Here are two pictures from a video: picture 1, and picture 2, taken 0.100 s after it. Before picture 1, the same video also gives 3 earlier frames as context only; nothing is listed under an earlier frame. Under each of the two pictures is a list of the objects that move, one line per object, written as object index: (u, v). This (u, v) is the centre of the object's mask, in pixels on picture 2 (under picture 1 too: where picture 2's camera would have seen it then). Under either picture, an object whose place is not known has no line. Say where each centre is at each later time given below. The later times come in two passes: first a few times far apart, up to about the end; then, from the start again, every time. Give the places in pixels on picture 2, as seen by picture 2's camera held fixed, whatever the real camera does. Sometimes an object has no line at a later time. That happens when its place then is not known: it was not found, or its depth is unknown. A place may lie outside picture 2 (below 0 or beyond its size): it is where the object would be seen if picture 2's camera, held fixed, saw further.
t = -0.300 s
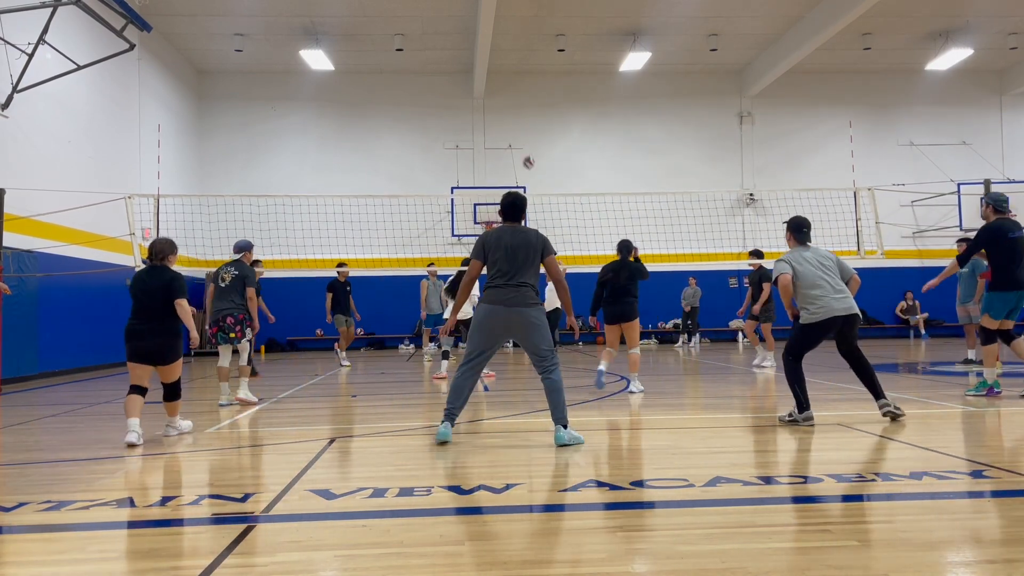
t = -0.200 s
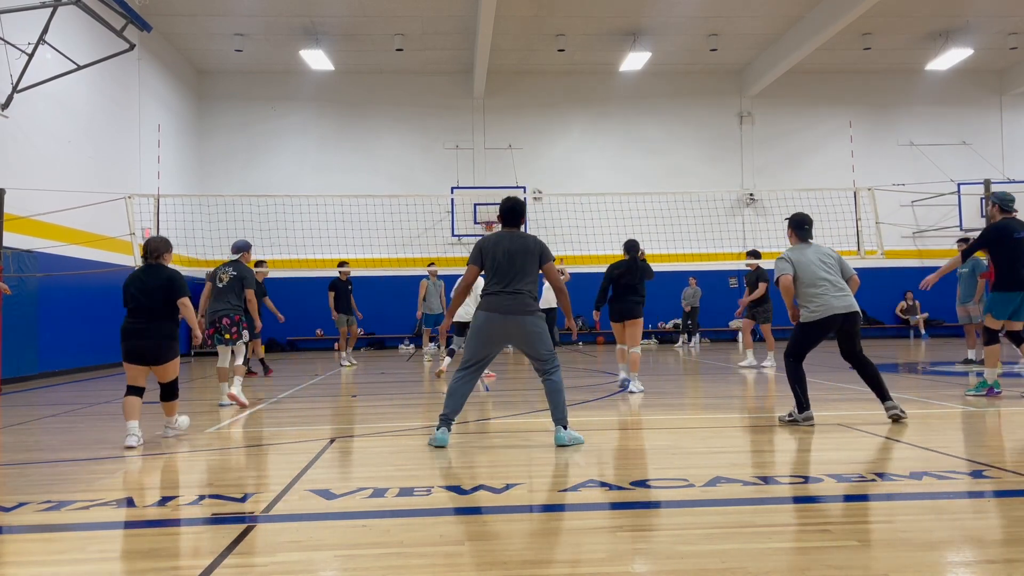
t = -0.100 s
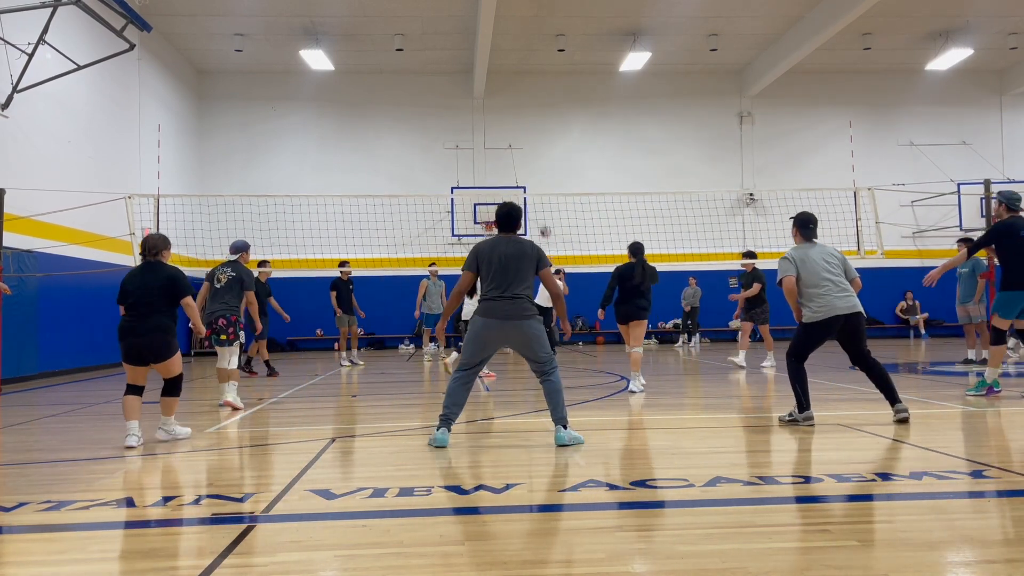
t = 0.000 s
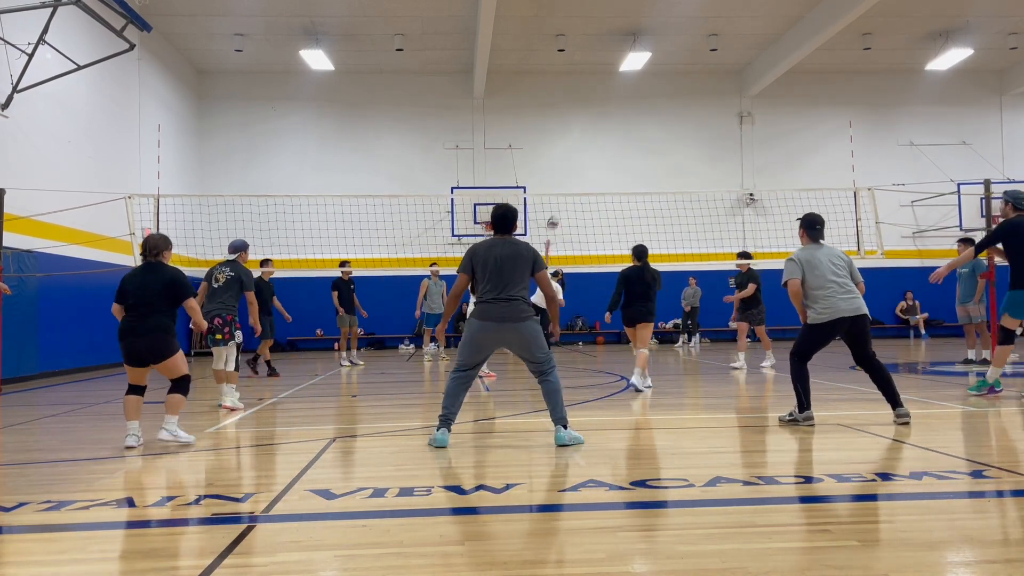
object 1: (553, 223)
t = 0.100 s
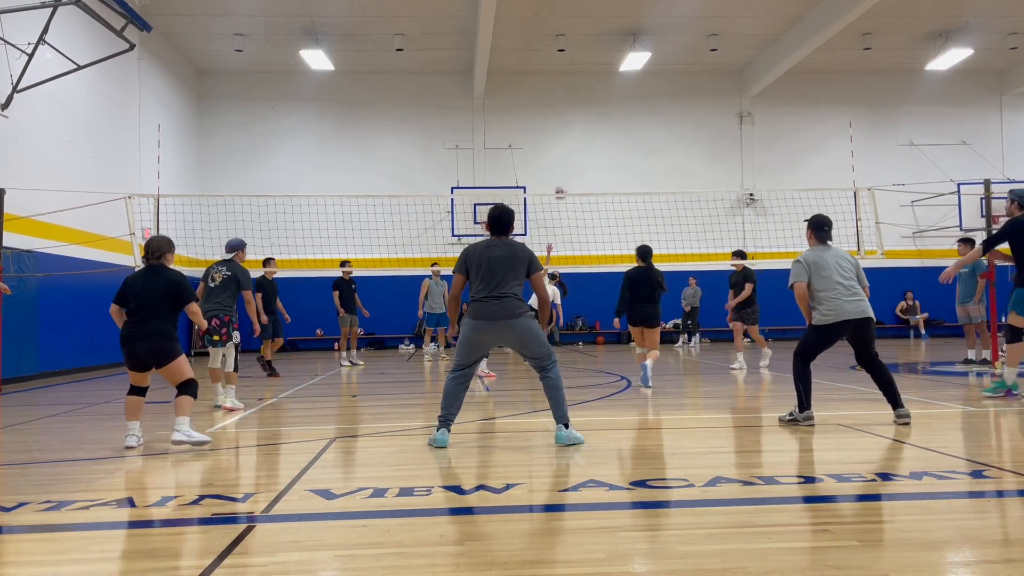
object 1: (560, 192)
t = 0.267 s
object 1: (574, 152)
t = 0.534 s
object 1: (605, 115)
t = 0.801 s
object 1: (645, 129)
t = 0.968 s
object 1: (679, 177)
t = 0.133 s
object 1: (563, 184)
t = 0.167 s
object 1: (565, 175)
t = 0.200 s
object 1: (568, 167)
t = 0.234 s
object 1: (571, 160)
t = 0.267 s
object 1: (574, 152)
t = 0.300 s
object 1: (578, 146)
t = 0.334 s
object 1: (581, 139)
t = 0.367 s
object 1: (585, 133)
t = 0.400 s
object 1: (588, 129)
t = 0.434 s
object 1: (592, 125)
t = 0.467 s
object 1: (596, 121)
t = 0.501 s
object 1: (600, 118)
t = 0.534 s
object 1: (605, 115)
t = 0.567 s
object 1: (609, 114)
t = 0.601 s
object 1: (613, 113)
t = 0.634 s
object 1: (618, 113)
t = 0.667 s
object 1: (623, 115)
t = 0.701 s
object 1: (628, 117)
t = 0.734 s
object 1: (634, 120)
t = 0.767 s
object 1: (640, 124)
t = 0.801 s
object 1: (645, 129)
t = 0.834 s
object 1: (652, 137)
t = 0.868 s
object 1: (658, 145)
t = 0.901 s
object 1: (664, 155)
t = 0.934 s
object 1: (672, 165)
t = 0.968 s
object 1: (679, 177)
